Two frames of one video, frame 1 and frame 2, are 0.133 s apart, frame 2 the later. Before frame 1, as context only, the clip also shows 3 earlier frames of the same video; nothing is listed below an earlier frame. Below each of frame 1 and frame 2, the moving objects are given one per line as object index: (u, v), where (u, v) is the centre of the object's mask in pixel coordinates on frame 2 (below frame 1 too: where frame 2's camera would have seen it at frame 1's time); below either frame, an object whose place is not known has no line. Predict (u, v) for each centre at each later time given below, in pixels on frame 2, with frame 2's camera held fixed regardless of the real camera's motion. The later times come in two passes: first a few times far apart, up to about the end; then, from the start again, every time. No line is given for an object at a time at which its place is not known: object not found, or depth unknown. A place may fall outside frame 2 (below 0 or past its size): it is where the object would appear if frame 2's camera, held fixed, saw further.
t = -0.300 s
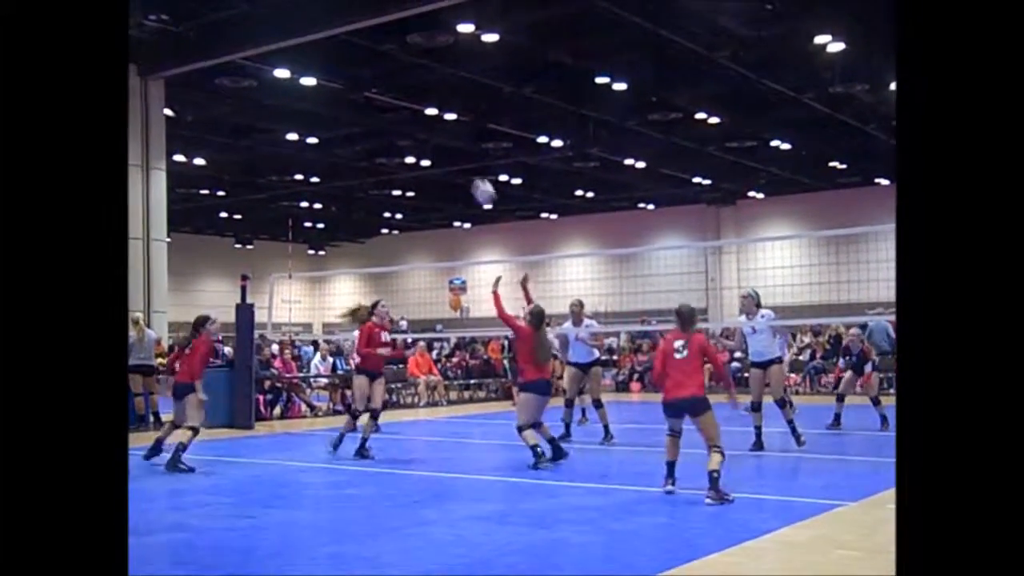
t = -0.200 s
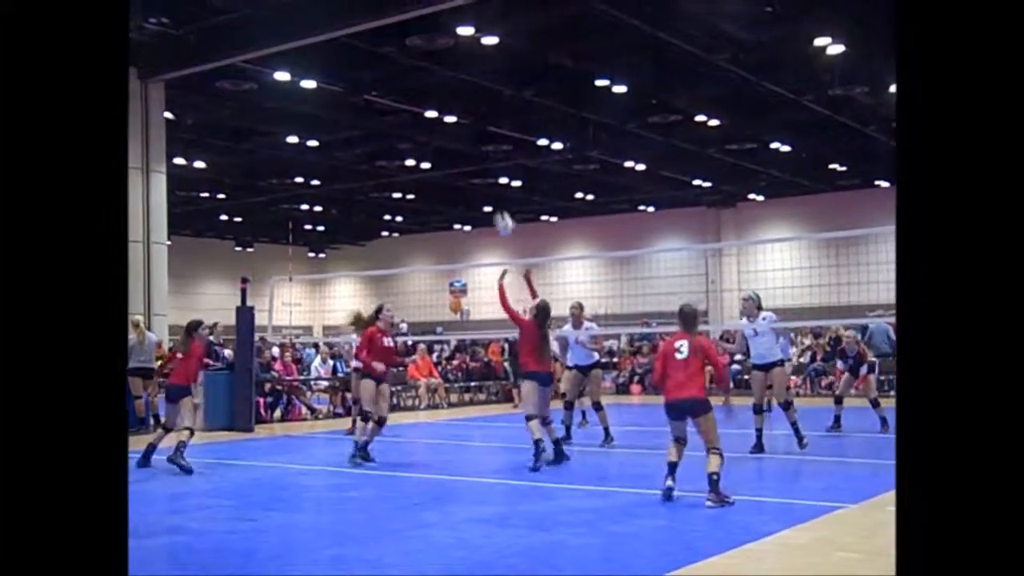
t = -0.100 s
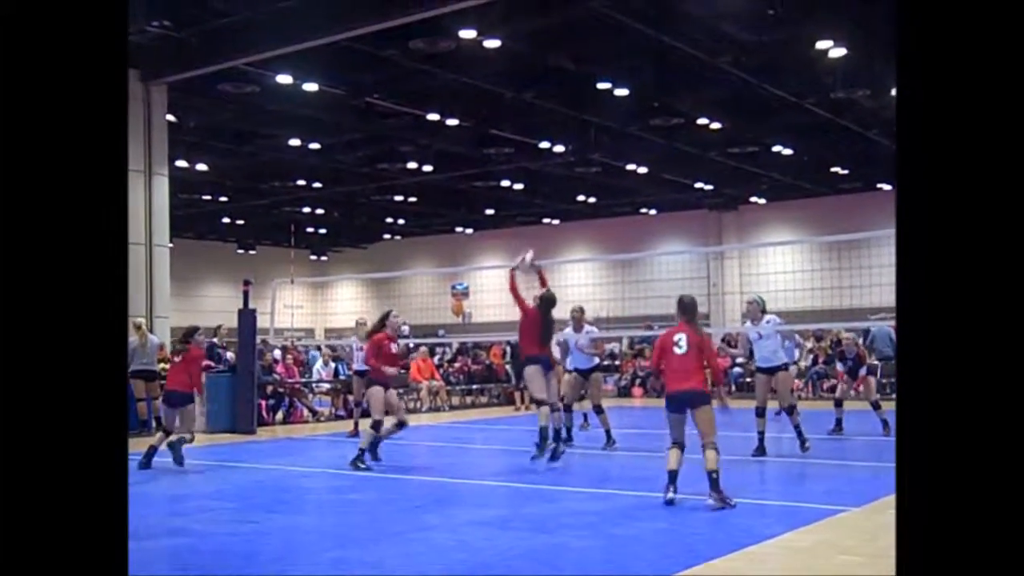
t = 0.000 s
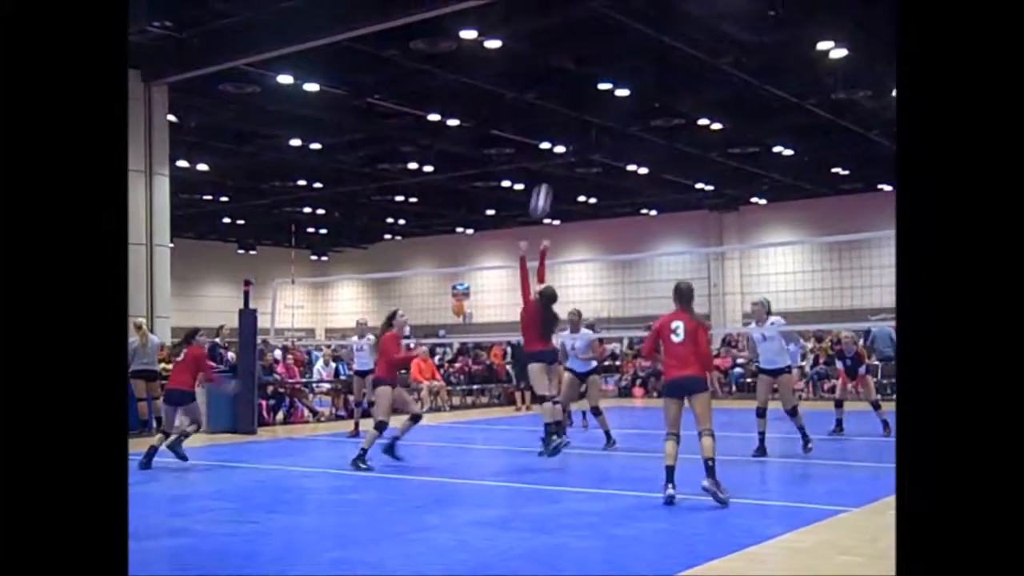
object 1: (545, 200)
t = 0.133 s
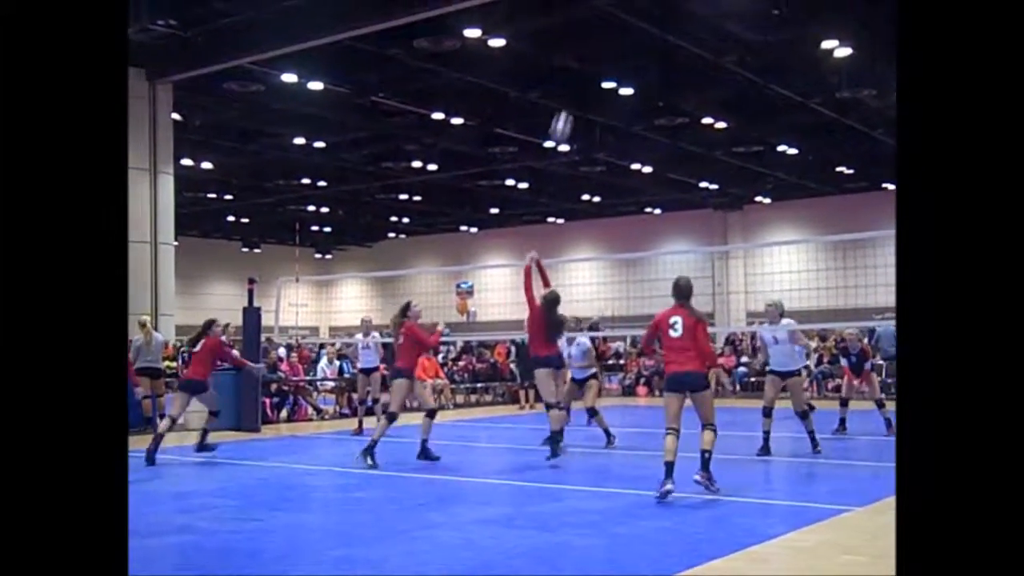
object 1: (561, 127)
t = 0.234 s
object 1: (573, 84)
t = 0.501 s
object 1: (607, 15)
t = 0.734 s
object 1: (636, 11)
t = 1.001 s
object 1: (673, 72)
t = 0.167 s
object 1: (565, 112)
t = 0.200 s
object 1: (570, 97)
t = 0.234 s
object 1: (573, 84)
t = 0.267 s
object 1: (578, 72)
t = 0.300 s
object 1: (582, 61)
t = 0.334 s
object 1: (586, 50)
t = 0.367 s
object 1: (591, 42)
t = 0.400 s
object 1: (595, 34)
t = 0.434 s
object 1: (599, 26)
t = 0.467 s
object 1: (603, 20)
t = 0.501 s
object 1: (607, 15)
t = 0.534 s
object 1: (611, 12)
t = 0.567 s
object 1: (615, 9)
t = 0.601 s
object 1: (619, 7)
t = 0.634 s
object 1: (623, 7)
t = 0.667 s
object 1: (627, 7)
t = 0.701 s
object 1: (632, 8)
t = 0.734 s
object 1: (636, 11)
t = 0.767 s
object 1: (640, 15)
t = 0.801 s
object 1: (645, 19)
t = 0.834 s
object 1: (649, 26)
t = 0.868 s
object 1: (654, 33)
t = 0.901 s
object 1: (659, 41)
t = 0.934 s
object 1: (664, 51)
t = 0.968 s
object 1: (668, 61)
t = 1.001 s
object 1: (673, 72)
